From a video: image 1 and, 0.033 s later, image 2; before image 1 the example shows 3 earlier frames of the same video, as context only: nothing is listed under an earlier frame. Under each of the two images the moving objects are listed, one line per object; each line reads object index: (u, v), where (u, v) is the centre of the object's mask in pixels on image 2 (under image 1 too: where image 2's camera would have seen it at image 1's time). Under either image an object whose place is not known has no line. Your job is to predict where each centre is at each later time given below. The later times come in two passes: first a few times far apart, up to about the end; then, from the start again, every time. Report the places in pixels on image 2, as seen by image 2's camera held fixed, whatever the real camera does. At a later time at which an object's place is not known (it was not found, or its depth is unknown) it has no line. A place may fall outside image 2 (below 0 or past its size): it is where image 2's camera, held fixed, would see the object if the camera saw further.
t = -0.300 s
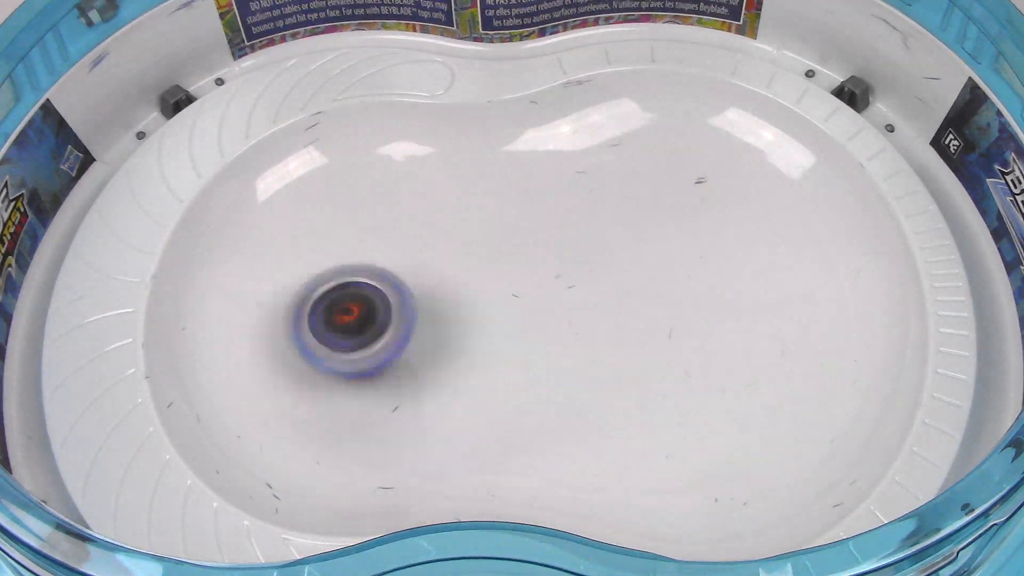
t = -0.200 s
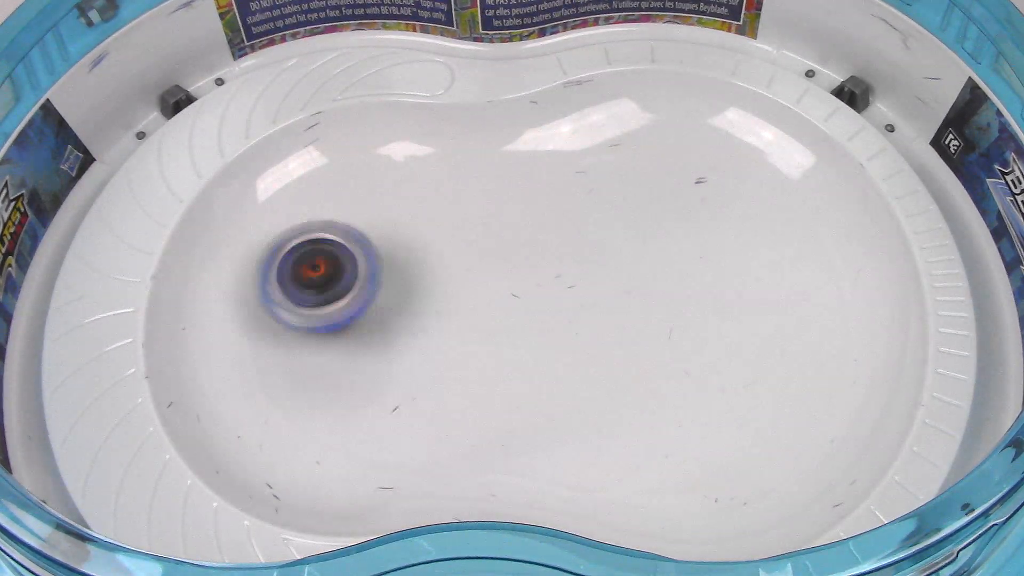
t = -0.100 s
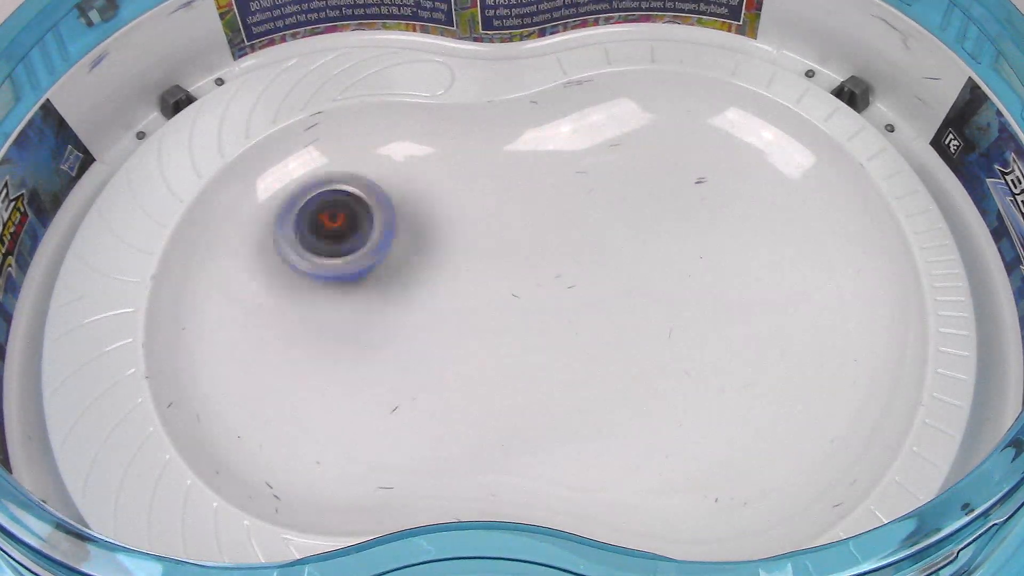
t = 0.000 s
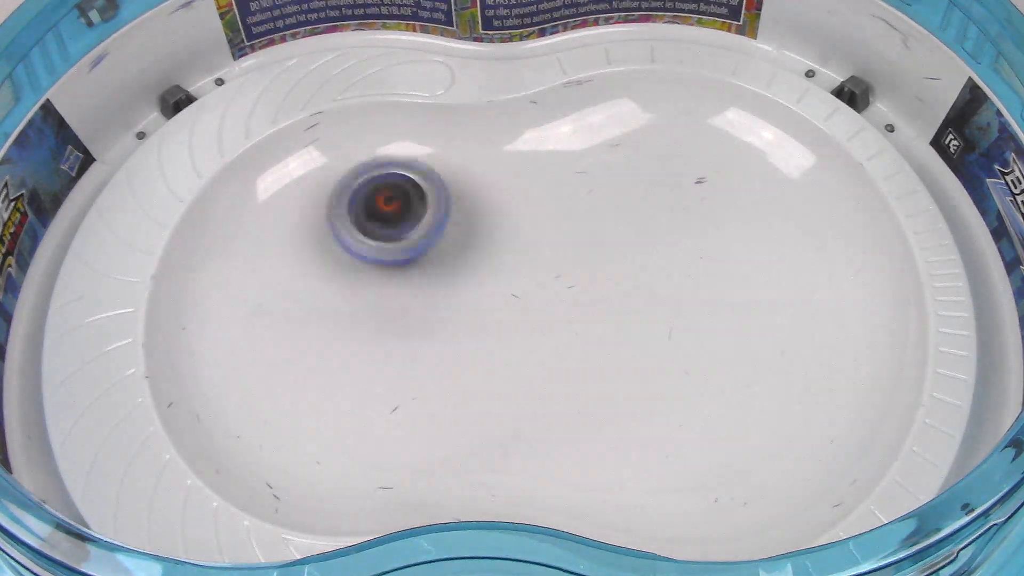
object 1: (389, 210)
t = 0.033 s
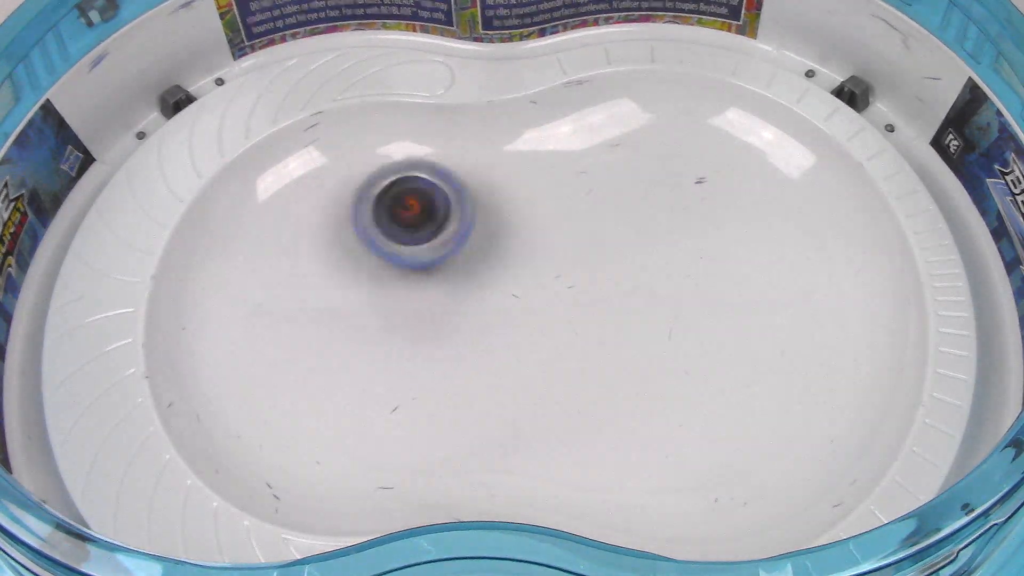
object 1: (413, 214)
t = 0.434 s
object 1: (589, 360)
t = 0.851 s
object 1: (571, 319)
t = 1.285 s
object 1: (798, 337)
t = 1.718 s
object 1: (509, 256)
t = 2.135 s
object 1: (684, 272)
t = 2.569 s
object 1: (539, 374)
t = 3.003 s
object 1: (641, 243)
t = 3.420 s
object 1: (718, 392)
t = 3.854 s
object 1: (512, 262)
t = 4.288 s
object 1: (658, 287)
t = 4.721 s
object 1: (633, 391)
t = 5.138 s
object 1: (732, 280)
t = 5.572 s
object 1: (637, 307)
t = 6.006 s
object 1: (546, 283)
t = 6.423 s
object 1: (511, 355)
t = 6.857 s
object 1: (576, 291)
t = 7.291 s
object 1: (764, 311)
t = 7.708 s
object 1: (575, 329)
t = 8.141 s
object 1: (547, 264)
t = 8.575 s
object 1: (625, 349)
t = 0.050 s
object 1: (421, 216)
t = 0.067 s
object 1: (434, 220)
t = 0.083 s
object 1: (447, 225)
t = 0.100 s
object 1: (456, 228)
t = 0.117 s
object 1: (468, 233)
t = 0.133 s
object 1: (480, 239)
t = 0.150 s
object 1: (490, 243)
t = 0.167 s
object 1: (500, 250)
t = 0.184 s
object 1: (510, 258)
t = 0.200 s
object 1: (519, 264)
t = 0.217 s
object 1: (529, 270)
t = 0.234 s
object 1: (536, 278)
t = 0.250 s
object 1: (545, 285)
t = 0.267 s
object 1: (552, 292)
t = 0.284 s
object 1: (557, 299)
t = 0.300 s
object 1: (564, 307)
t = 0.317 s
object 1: (570, 314)
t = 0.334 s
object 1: (572, 321)
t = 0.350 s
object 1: (578, 328)
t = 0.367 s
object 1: (583, 335)
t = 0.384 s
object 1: (584, 341)
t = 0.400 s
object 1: (587, 348)
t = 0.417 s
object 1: (590, 356)
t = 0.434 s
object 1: (589, 360)
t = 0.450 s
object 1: (590, 365)
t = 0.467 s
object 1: (589, 370)
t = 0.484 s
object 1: (588, 373)
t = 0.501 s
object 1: (586, 376)
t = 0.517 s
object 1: (582, 377)
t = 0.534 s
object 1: (580, 379)
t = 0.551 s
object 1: (576, 379)
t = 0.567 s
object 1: (570, 379)
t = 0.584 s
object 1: (567, 378)
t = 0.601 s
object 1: (561, 378)
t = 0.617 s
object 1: (557, 376)
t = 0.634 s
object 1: (553, 374)
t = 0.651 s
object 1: (547, 372)
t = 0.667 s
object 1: (544, 370)
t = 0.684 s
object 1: (541, 367)
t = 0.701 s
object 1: (537, 363)
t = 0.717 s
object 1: (537, 360)
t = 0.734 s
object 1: (536, 355)
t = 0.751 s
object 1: (538, 350)
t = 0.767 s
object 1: (542, 346)
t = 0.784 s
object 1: (544, 340)
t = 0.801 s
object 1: (550, 335)
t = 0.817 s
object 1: (553, 329)
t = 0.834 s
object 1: (561, 324)
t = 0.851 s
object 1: (571, 319)
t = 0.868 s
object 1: (579, 313)
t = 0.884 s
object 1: (588, 307)
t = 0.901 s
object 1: (597, 303)
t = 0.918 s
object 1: (607, 298)
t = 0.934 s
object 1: (619, 292)
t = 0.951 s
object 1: (628, 286)
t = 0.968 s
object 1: (640, 281)
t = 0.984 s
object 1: (652, 276)
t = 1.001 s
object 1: (665, 271)
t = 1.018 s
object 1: (679, 267)
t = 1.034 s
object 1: (689, 263)
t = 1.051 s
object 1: (702, 260)
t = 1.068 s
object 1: (713, 259)
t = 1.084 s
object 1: (725, 259)
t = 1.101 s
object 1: (739, 259)
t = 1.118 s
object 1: (748, 260)
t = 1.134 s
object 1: (758, 263)
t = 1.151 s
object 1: (768, 268)
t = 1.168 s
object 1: (777, 272)
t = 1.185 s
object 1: (786, 278)
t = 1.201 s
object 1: (790, 285)
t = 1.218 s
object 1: (796, 294)
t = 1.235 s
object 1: (798, 303)
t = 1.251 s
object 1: (802, 314)
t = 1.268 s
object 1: (803, 326)
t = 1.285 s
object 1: (798, 337)
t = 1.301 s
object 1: (795, 349)
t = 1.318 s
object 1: (788, 361)
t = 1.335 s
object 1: (779, 371)
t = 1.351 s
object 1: (769, 381)
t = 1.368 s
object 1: (754, 388)
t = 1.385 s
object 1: (741, 395)
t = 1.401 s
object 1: (724, 400)
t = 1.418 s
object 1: (710, 401)
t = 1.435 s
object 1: (693, 403)
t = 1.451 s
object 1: (674, 400)
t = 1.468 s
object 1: (659, 397)
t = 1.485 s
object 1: (641, 393)
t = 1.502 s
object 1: (627, 384)
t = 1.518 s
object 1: (610, 376)
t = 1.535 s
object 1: (595, 365)
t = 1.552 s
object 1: (581, 356)
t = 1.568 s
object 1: (566, 344)
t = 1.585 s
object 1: (556, 334)
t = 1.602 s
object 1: (544, 324)
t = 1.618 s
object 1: (537, 313)
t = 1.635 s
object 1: (528, 304)
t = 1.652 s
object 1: (523, 293)
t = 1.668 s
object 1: (517, 284)
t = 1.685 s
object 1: (513, 273)
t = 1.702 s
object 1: (512, 265)
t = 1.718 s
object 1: (509, 256)
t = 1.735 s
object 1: (510, 247)
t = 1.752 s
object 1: (509, 240)
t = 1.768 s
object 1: (512, 231)
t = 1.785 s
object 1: (514, 226)
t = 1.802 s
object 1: (519, 220)
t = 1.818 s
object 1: (525, 217)
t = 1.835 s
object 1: (531, 212)
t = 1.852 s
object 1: (539, 209)
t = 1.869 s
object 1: (545, 208)
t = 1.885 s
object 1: (554, 208)
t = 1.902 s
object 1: (562, 209)
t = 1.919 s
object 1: (572, 209)
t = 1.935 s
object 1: (582, 212)
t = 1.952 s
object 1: (592, 214)
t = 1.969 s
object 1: (604, 217)
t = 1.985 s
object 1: (612, 219)
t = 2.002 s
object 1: (624, 223)
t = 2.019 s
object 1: (632, 227)
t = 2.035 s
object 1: (643, 231)
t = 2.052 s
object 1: (651, 236)
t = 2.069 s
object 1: (660, 241)
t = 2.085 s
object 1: (668, 248)
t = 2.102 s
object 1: (674, 255)
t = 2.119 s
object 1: (681, 264)
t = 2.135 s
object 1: (684, 272)
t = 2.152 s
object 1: (688, 282)
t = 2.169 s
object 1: (689, 292)
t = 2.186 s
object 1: (691, 303)
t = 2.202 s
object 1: (690, 314)
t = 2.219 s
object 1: (690, 325)
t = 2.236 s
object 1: (690, 337)
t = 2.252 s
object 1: (686, 347)
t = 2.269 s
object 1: (683, 358)
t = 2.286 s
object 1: (677, 366)
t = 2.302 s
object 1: (673, 375)
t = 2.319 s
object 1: (665, 382)
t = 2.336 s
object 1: (659, 389)
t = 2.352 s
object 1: (650, 394)
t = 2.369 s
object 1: (643, 398)
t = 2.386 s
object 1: (633, 400)
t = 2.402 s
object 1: (625, 401)
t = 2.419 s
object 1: (617, 401)
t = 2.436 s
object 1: (608, 399)
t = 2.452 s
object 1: (601, 398)
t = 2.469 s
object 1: (591, 396)
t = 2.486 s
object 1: (583, 393)
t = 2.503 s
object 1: (573, 390)
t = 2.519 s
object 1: (566, 387)
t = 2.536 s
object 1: (556, 383)
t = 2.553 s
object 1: (549, 379)
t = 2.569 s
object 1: (539, 374)
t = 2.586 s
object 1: (533, 369)
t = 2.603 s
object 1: (524, 364)
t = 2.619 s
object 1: (519, 358)
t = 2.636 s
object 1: (514, 353)
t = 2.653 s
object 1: (512, 347)
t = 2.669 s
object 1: (509, 342)
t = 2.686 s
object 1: (509, 336)
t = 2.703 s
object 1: (510, 331)
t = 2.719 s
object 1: (511, 325)
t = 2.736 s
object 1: (515, 320)
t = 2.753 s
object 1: (519, 314)
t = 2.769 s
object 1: (526, 309)
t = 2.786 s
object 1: (531, 303)
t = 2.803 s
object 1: (537, 298)
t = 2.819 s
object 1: (542, 293)
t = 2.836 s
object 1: (551, 287)
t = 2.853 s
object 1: (556, 282)
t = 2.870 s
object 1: (564, 277)
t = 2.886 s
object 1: (570, 272)
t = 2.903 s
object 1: (580, 267)
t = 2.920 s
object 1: (588, 263)
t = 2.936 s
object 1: (599, 258)
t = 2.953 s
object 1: (608, 254)
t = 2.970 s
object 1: (619, 250)
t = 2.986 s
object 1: (629, 247)
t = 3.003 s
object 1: (641, 243)
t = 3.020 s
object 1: (651, 240)
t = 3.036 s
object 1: (663, 238)
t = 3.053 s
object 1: (673, 236)
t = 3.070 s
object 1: (686, 237)
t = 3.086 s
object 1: (696, 237)
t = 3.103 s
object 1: (708, 240)
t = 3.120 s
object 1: (718, 243)
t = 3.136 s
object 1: (729, 248)
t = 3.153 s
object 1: (738, 254)
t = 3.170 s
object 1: (747, 260)
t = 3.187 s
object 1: (754, 268)
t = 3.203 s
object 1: (763, 275)
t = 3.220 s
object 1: (769, 285)
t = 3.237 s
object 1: (773, 294)
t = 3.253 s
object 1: (776, 305)
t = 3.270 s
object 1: (776, 314)
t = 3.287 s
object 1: (777, 325)
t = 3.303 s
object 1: (774, 335)
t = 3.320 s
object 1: (772, 346)
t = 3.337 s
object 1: (765, 355)
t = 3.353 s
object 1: (760, 365)
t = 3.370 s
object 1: (750, 373)
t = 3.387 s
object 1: (742, 380)
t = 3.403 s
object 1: (729, 386)
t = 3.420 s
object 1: (718, 392)
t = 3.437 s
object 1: (703, 396)
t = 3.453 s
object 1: (692, 399)
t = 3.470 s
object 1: (677, 399)
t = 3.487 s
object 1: (665, 398)
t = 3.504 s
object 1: (650, 395)
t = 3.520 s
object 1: (639, 390)
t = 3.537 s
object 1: (624, 384)
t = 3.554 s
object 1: (613, 377)
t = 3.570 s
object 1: (599, 370)
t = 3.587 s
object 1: (587, 363)
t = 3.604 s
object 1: (574, 356)
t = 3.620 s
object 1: (565, 349)
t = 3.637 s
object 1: (555, 341)
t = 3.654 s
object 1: (548, 335)
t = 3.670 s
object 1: (540, 328)
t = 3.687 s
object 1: (536, 322)
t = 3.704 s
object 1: (530, 315)
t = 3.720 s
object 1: (527, 309)
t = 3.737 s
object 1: (523, 302)
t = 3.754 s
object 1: (520, 296)
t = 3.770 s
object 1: (517, 289)
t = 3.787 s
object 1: (514, 284)
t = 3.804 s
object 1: (514, 277)
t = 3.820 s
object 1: (512, 273)
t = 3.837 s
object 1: (512, 266)
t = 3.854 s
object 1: (512, 262)
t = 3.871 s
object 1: (514, 257)
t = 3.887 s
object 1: (515, 253)
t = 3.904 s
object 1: (520, 249)
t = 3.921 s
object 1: (522, 246)
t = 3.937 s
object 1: (528, 242)
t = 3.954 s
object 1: (531, 240)
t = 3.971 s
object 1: (538, 238)
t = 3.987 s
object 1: (543, 237)
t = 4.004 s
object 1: (551, 235)
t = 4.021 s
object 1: (556, 235)
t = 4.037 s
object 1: (564, 235)
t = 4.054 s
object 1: (570, 236)
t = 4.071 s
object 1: (578, 237)
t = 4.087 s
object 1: (584, 238)
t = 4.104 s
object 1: (593, 240)
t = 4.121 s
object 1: (599, 243)
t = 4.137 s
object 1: (607, 246)
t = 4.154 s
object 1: (612, 249)
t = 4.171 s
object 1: (620, 253)
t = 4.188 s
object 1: (625, 256)
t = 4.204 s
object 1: (633, 261)
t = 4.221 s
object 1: (636, 265)
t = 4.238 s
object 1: (644, 270)
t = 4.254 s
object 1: (647, 275)
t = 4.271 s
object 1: (654, 281)
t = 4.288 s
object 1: (658, 287)
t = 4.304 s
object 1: (664, 293)
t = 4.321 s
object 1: (667, 300)
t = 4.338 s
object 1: (672, 307)
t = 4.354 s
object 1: (676, 315)
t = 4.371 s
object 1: (679, 324)
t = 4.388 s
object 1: (682, 332)
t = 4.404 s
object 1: (684, 341)
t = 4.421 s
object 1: (686, 350)
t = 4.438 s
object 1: (686, 358)
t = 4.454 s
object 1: (688, 366)
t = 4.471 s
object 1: (686, 374)
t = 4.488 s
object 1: (687, 381)
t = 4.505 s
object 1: (683, 386)
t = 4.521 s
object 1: (682, 393)
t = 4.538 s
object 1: (677, 398)
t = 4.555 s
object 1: (675, 402)
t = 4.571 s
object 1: (669, 405)
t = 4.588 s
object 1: (667, 408)
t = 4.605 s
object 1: (661, 408)
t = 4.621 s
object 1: (657, 409)
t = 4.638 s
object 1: (651, 408)
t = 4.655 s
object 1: (647, 407)
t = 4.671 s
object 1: (643, 404)
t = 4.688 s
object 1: (640, 400)
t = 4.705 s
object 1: (637, 396)
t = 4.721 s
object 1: (633, 391)
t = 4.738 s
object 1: (633, 386)
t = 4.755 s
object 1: (630, 380)
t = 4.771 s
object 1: (630, 375)
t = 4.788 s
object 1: (629, 369)
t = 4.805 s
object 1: (630, 363)
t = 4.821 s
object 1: (630, 356)
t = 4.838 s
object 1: (634, 350)
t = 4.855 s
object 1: (636, 344)
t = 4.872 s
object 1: (640, 338)
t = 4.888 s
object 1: (644, 332)
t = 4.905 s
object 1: (649, 326)
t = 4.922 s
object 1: (656, 320)
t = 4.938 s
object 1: (661, 314)
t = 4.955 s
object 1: (669, 308)
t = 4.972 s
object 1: (674, 304)
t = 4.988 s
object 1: (683, 300)
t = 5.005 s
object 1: (687, 297)
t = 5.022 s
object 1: (695, 293)
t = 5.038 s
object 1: (699, 290)
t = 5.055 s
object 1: (706, 288)
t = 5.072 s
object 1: (711, 285)
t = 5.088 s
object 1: (717, 283)
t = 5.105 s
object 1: (722, 281)
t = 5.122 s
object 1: (726, 281)
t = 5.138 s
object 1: (732, 280)
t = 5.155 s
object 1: (735, 280)
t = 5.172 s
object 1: (741, 281)
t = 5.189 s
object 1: (744, 282)
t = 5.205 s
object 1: (748, 285)
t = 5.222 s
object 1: (749, 287)
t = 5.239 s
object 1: (751, 289)
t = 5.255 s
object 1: (751, 292)
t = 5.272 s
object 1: (750, 296)
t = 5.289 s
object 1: (747, 298)
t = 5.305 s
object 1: (744, 302)
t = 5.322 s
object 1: (741, 305)
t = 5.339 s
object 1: (736, 308)
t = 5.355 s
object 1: (733, 310)
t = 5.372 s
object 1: (726, 312)
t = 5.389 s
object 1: (721, 315)
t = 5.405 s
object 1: (714, 316)
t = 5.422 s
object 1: (708, 318)
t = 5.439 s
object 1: (700, 317)
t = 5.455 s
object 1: (691, 318)
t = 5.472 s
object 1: (684, 317)
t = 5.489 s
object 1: (674, 318)
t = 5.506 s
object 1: (668, 317)
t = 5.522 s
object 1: (659, 316)
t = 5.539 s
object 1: (653, 313)
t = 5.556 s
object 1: (644, 310)
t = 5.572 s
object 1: (637, 307)
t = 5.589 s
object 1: (629, 302)
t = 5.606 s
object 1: (620, 300)
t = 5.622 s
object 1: (614, 295)
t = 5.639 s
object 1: (606, 293)
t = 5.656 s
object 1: (601, 289)
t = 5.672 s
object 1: (595, 286)
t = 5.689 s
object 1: (591, 283)
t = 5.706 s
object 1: (584, 280)
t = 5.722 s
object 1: (581, 279)
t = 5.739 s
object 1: (576, 276)
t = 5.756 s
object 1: (571, 275)
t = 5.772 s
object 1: (569, 273)
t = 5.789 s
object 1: (565, 272)
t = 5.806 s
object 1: (564, 271)
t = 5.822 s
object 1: (561, 270)
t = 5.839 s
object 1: (560, 270)
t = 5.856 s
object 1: (557, 269)
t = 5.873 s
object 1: (555, 270)
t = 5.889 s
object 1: (554, 270)
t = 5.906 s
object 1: (552, 272)
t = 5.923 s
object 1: (552, 273)
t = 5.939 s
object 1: (550, 274)
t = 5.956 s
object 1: (551, 276)
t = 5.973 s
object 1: (548, 278)
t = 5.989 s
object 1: (548, 280)
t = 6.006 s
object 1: (546, 283)
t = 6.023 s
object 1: (543, 285)
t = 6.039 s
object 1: (543, 288)
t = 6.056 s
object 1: (540, 290)
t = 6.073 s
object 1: (540, 294)
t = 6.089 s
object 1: (538, 297)
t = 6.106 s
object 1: (539, 301)
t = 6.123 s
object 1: (536, 303)
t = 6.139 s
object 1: (535, 307)
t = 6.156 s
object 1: (534, 310)
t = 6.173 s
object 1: (532, 314)
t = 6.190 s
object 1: (534, 318)
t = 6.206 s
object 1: (533, 321)
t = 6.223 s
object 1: (534, 325)
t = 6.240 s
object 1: (532, 328)
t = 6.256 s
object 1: (531, 333)
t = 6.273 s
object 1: (530, 335)
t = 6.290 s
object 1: (527, 338)
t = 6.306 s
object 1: (527, 342)
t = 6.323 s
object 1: (525, 344)
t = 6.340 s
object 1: (524, 347)
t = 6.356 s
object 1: (521, 349)
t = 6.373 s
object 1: (519, 352)
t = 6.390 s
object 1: (517, 353)
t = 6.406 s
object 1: (513, 354)
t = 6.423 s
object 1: (511, 355)
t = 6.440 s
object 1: (508, 355)
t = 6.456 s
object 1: (507, 356)
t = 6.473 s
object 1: (504, 355)
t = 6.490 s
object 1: (501, 355)
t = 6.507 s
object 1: (501, 354)
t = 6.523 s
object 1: (498, 352)
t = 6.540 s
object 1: (499, 351)
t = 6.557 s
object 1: (497, 349)
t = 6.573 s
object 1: (498, 347)
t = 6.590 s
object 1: (498, 344)
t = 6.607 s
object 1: (498, 342)
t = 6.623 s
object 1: (502, 339)
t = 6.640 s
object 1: (503, 335)
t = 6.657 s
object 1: (507, 332)
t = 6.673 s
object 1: (509, 329)
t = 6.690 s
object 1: (514, 326)
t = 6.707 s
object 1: (519, 322)
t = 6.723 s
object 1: (523, 318)
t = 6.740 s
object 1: (531, 315)
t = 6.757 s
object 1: (535, 311)
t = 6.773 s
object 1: (543, 308)
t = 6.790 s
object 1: (548, 305)
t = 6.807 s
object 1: (553, 301)
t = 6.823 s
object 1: (561, 297)
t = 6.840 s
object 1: (567, 294)
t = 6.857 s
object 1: (576, 291)
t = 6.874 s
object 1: (582, 287)
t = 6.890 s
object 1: (590, 284)
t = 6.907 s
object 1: (598, 280)
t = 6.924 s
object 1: (605, 277)
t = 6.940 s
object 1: (615, 274)
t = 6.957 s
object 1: (622, 272)
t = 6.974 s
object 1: (632, 269)
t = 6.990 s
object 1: (640, 267)
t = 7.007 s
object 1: (647, 264)
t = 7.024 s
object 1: (658, 261)
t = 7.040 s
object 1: (666, 260)
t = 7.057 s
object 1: (677, 259)
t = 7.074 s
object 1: (685, 259)
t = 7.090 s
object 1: (693, 259)
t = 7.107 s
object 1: (704, 260)
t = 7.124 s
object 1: (712, 262)
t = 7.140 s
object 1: (722, 265)
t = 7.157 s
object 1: (728, 268)
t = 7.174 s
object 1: (735, 272)
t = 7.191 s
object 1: (743, 275)
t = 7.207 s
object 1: (748, 280)
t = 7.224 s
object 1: (756, 285)
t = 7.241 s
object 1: (760, 291)
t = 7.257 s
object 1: (762, 298)
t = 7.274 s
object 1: (764, 304)
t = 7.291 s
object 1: (764, 311)
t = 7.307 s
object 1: (767, 318)
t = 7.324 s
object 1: (765, 324)
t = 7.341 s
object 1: (763, 332)
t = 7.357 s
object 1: (759, 339)
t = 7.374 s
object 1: (752, 346)
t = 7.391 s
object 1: (748, 352)
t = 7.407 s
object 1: (740, 357)
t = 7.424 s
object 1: (735, 362)
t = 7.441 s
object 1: (726, 366)
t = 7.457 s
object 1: (715, 370)
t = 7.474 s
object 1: (707, 372)
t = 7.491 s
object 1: (696, 373)
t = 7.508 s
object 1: (687, 374)
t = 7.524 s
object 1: (676, 373)
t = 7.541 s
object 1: (666, 372)
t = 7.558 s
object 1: (656, 369)
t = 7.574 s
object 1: (645, 365)
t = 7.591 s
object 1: (636, 361)
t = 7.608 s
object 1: (626, 356)
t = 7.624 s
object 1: (615, 353)
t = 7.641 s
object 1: (608, 348)
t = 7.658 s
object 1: (598, 342)
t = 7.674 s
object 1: (592, 338)
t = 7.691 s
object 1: (583, 332)
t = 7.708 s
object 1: (575, 329)
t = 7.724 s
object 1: (571, 324)
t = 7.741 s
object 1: (565, 319)
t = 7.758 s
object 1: (561, 314)
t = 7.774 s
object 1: (556, 309)
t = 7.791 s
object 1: (551, 304)
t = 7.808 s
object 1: (549, 300)
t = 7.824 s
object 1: (544, 296)
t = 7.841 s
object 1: (542, 293)
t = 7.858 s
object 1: (539, 288)
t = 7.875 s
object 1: (535, 285)
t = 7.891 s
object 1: (534, 281)
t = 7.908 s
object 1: (531, 278)
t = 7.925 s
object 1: (529, 276)
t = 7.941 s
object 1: (529, 272)
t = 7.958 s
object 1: (527, 270)
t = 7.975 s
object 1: (529, 268)
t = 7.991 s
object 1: (529, 266)
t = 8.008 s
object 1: (529, 264)
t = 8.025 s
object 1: (531, 262)
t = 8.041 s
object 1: (531, 262)
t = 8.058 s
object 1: (535, 261)
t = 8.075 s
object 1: (535, 261)
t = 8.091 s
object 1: (536, 261)
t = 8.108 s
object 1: (541, 261)
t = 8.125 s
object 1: (543, 262)
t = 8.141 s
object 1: (547, 264)
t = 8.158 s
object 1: (549, 265)
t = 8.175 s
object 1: (550, 267)
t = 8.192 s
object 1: (556, 269)
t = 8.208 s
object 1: (557, 272)
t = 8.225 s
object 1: (561, 275)
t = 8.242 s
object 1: (563, 278)
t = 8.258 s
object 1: (566, 280)
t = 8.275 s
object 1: (570, 284)
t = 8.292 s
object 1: (570, 287)
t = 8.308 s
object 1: (572, 291)
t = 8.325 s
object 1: (576, 294)
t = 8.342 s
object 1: (579, 298)
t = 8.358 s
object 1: (583, 302)
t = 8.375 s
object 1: (585, 306)
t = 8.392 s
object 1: (587, 309)
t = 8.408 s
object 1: (591, 313)
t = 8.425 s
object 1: (593, 317)
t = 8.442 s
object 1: (598, 322)
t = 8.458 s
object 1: (601, 326)
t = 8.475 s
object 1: (603, 329)
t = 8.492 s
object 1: (610, 333)
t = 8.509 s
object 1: (611, 337)
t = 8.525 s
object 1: (615, 340)
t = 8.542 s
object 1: (617, 343)
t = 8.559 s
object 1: (620, 345)
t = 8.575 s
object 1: (625, 349)
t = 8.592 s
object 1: (626, 351)
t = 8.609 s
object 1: (629, 353)
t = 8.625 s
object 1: (633, 355)
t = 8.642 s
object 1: (636, 356)
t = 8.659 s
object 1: (641, 358)
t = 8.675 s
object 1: (643, 358)
